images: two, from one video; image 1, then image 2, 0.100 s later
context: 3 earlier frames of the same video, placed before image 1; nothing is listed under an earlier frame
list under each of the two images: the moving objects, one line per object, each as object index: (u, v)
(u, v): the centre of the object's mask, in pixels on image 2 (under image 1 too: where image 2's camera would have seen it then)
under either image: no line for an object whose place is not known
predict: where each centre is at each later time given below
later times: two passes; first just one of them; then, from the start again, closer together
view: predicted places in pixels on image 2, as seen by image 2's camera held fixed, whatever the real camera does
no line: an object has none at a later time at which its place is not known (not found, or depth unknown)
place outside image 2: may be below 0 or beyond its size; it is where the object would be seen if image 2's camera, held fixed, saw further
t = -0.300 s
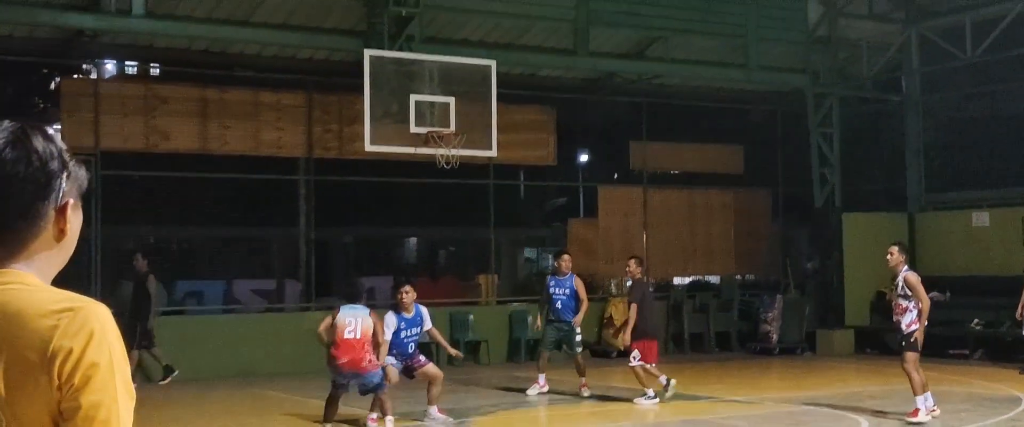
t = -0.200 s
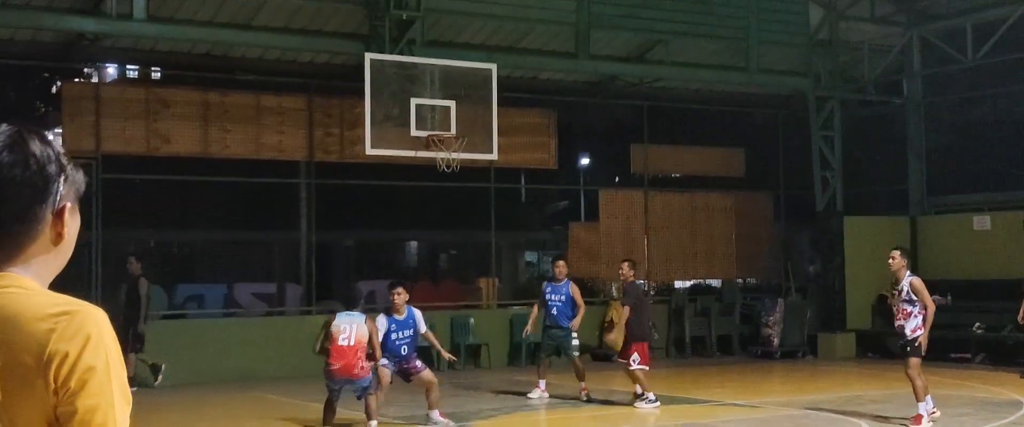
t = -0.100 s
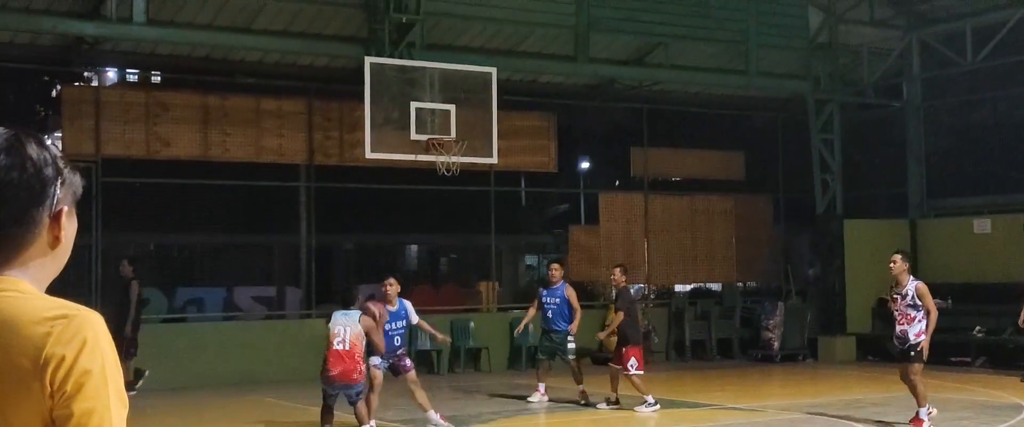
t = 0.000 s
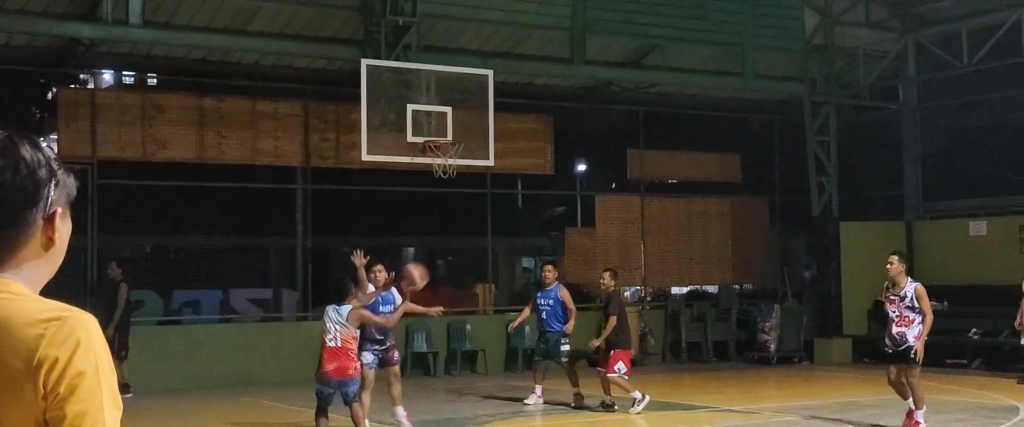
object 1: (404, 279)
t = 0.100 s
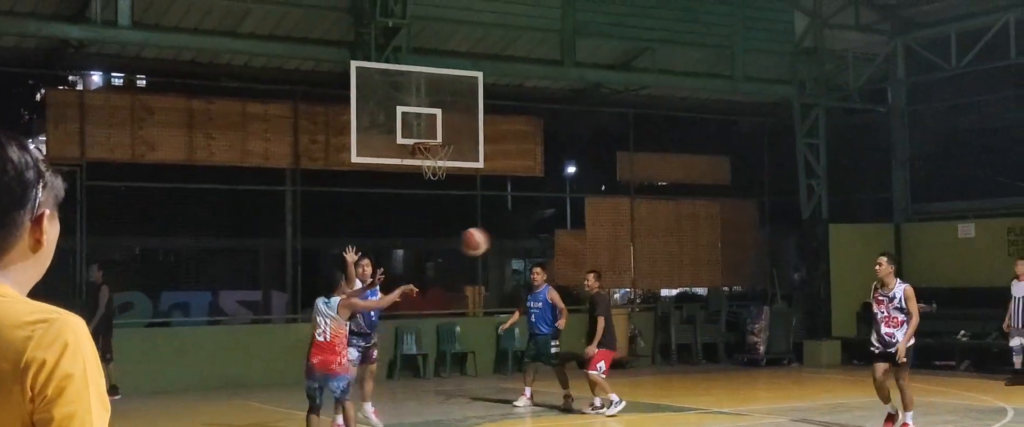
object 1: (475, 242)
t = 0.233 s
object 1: (567, 212)
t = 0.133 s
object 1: (498, 232)
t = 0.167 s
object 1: (521, 224)
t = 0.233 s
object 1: (567, 212)
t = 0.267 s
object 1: (590, 206)
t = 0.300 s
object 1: (613, 202)
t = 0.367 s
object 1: (659, 201)
